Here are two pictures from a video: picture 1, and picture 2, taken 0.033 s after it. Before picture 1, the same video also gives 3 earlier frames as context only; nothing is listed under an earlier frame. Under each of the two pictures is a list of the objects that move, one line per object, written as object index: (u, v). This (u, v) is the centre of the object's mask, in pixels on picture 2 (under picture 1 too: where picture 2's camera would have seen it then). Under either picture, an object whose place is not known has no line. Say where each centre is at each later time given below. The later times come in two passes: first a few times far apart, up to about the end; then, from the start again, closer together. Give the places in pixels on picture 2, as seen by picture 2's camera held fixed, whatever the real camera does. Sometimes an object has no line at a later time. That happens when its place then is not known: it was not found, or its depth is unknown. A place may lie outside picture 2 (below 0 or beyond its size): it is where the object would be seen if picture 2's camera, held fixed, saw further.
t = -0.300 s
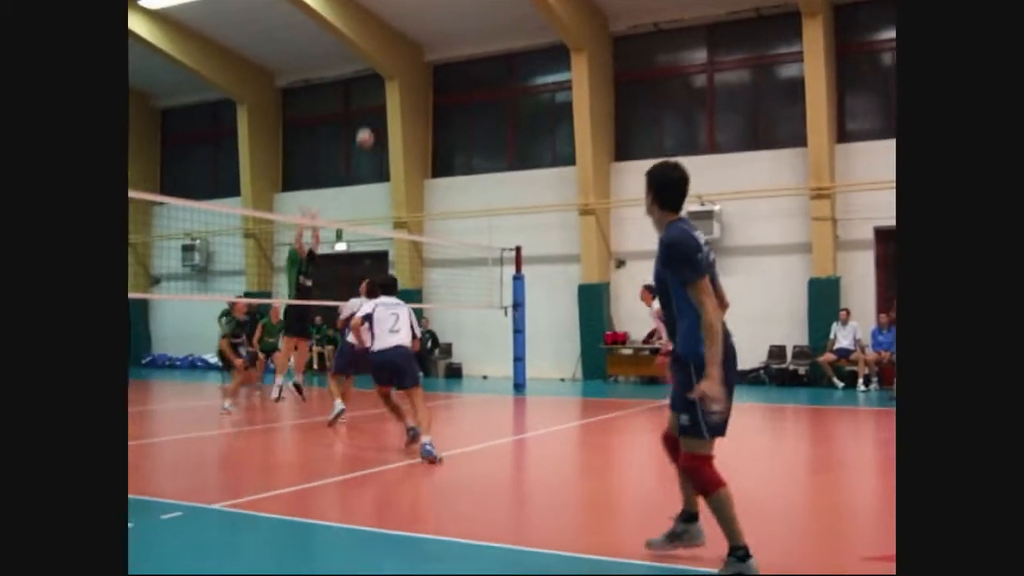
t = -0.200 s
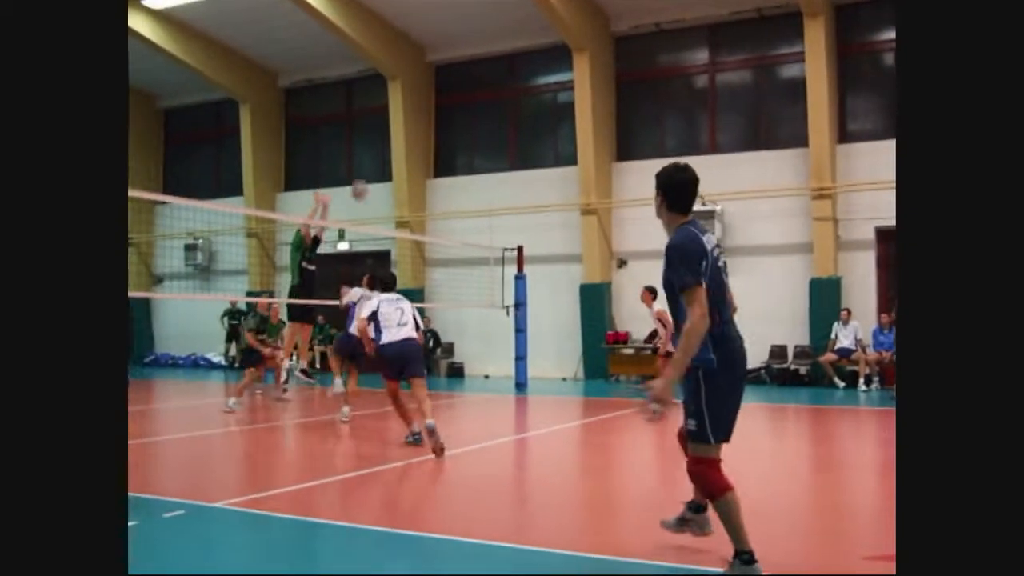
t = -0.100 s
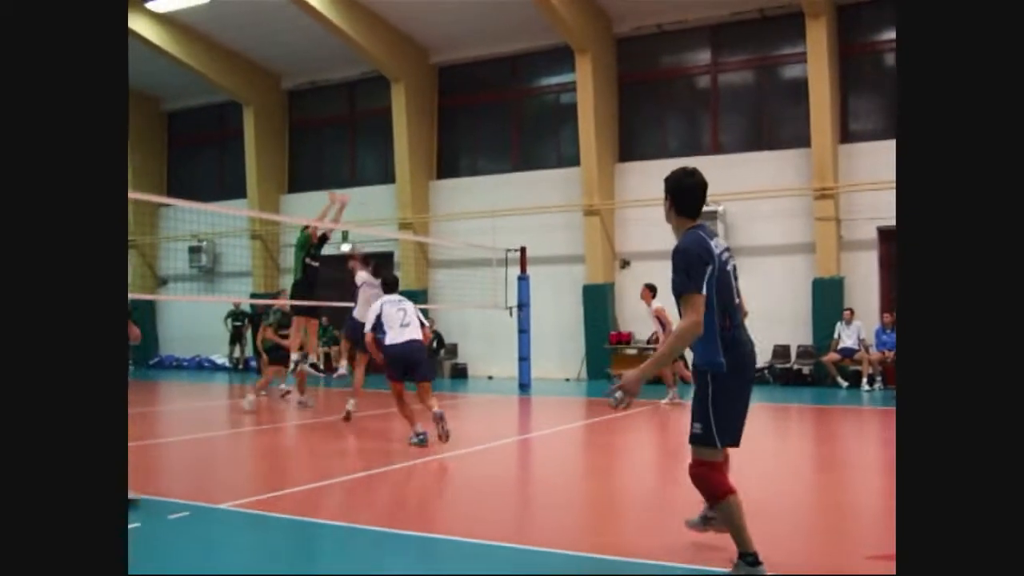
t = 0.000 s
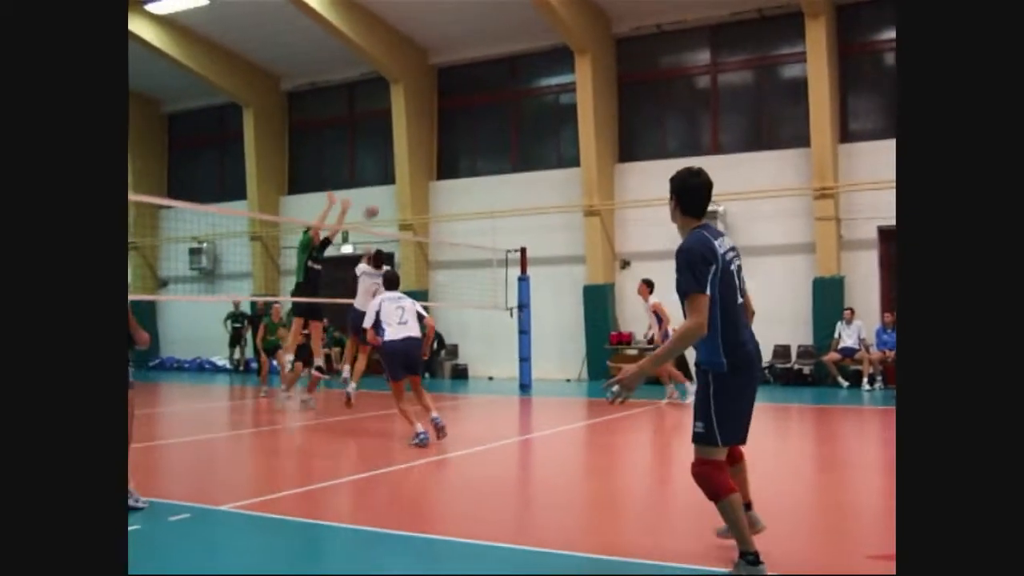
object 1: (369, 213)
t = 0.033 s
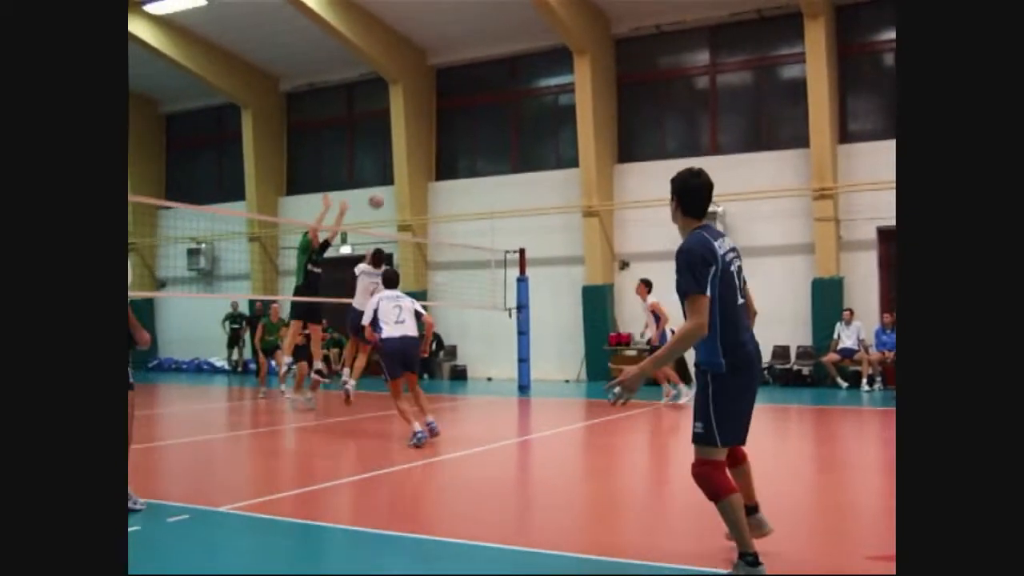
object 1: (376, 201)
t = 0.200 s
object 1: (406, 160)
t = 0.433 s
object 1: (442, 144)
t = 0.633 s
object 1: (469, 158)
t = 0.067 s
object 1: (381, 190)
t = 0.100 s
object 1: (387, 182)
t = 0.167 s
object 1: (401, 168)
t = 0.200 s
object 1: (406, 160)
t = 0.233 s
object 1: (412, 154)
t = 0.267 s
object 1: (416, 150)
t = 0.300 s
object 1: (424, 148)
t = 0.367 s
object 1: (433, 144)
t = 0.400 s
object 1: (439, 144)
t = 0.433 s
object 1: (442, 144)
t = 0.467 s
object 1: (446, 145)
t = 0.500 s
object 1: (451, 145)
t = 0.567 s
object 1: (460, 151)
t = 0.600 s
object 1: (464, 153)
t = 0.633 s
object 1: (469, 158)
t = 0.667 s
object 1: (472, 162)
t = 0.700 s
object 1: (476, 167)
